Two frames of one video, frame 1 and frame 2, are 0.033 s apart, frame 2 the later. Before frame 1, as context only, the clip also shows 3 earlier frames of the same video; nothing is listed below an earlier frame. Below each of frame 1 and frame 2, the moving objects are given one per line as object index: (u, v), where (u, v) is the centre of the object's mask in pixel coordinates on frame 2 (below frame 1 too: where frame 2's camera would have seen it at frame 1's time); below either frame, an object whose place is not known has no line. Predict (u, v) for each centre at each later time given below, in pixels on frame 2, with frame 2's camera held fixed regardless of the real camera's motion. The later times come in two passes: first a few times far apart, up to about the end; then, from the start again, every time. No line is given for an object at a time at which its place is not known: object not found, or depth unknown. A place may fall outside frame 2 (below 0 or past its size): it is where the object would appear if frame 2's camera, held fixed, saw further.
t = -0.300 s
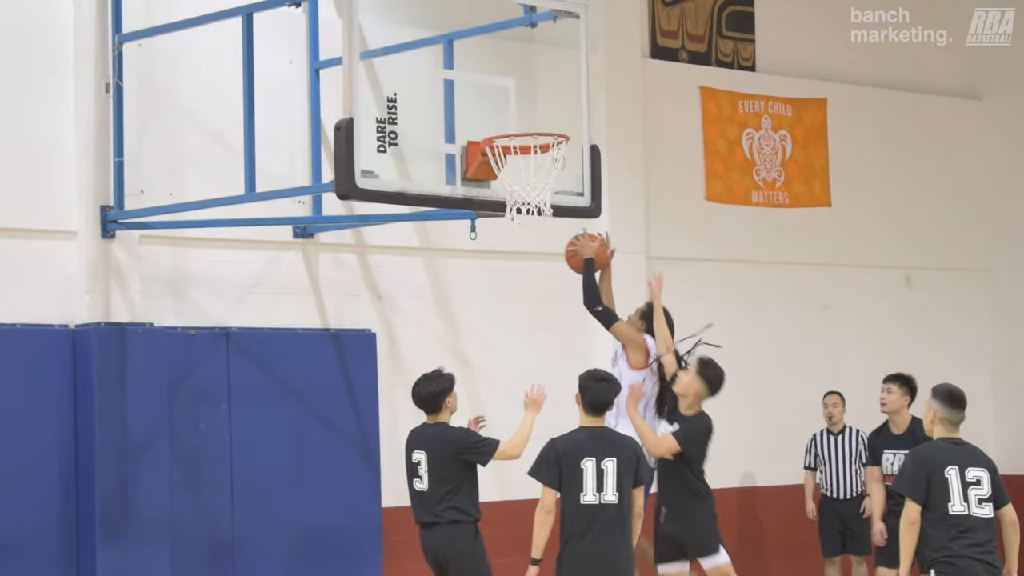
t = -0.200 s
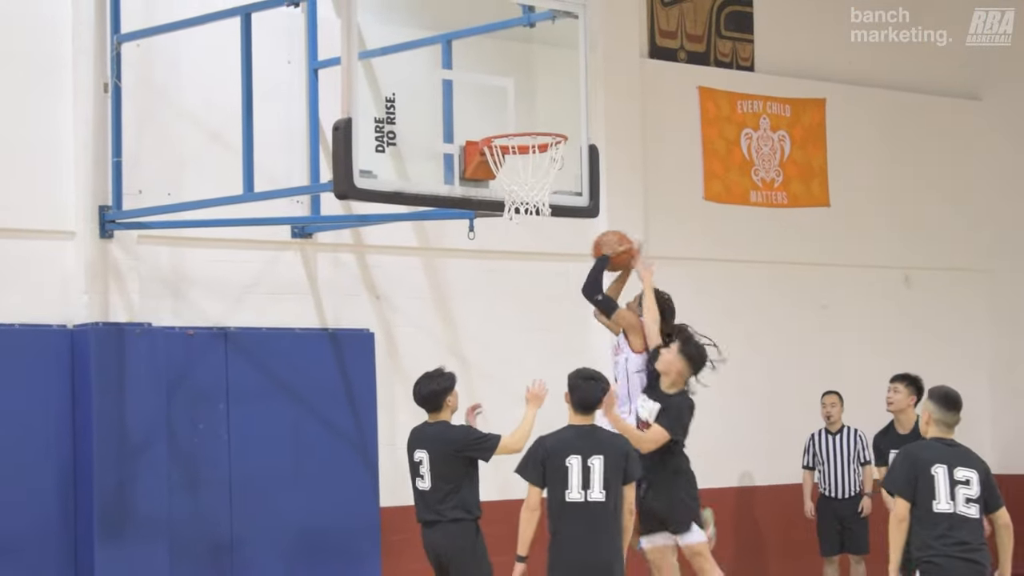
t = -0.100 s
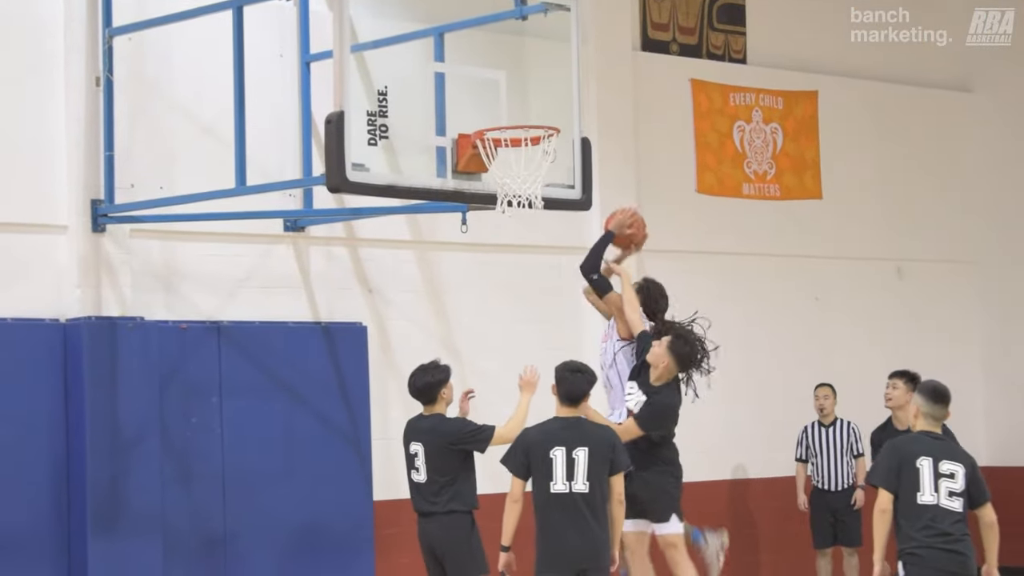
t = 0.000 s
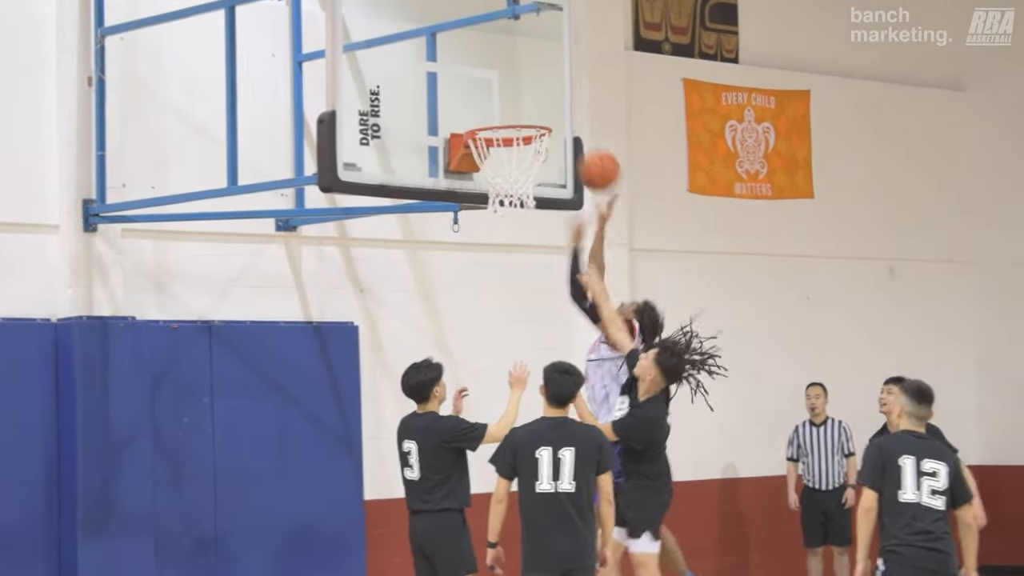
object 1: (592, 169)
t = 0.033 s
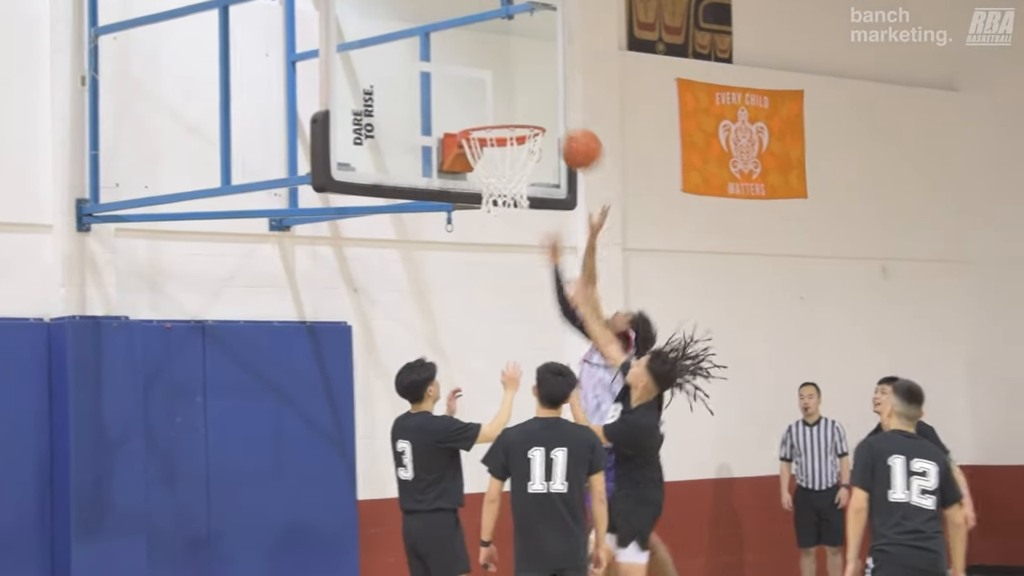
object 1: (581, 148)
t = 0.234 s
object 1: (510, 62)
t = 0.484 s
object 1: (492, 65)
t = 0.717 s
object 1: (492, 163)
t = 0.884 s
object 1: (509, 210)
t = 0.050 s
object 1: (575, 139)
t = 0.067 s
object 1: (569, 130)
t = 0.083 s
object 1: (564, 121)
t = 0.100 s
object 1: (557, 112)
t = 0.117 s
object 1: (552, 104)
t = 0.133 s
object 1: (546, 97)
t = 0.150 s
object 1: (539, 90)
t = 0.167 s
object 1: (533, 83)
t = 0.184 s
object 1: (527, 77)
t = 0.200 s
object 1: (521, 71)
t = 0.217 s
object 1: (516, 66)
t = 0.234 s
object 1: (510, 62)
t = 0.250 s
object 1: (504, 57)
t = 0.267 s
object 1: (498, 53)
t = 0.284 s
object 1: (493, 50)
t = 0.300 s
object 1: (493, 49)
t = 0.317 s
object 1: (493, 48)
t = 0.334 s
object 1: (493, 47)
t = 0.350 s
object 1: (493, 47)
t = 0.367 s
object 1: (492, 48)
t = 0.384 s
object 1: (492, 48)
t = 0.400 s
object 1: (492, 50)
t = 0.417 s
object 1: (492, 52)
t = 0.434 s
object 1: (492, 54)
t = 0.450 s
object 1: (492, 57)
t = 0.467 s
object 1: (492, 61)
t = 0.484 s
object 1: (492, 65)
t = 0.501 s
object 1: (492, 69)
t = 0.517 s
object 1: (491, 74)
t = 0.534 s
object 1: (491, 80)
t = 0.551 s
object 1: (491, 86)
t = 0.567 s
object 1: (491, 92)
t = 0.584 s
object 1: (491, 99)
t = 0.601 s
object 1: (491, 106)
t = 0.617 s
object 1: (491, 111)
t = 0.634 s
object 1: (491, 116)
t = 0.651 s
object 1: (494, 127)
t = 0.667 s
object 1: (492, 143)
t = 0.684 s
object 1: (491, 153)
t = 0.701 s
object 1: (491, 158)
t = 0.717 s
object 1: (492, 163)
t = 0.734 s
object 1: (493, 168)
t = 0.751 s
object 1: (495, 172)
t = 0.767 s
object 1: (496, 177)
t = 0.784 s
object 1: (500, 184)
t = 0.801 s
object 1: (502, 191)
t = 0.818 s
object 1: (503, 192)
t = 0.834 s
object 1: (504, 194)
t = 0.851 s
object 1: (505, 198)
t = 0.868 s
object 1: (507, 204)
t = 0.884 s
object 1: (509, 210)
